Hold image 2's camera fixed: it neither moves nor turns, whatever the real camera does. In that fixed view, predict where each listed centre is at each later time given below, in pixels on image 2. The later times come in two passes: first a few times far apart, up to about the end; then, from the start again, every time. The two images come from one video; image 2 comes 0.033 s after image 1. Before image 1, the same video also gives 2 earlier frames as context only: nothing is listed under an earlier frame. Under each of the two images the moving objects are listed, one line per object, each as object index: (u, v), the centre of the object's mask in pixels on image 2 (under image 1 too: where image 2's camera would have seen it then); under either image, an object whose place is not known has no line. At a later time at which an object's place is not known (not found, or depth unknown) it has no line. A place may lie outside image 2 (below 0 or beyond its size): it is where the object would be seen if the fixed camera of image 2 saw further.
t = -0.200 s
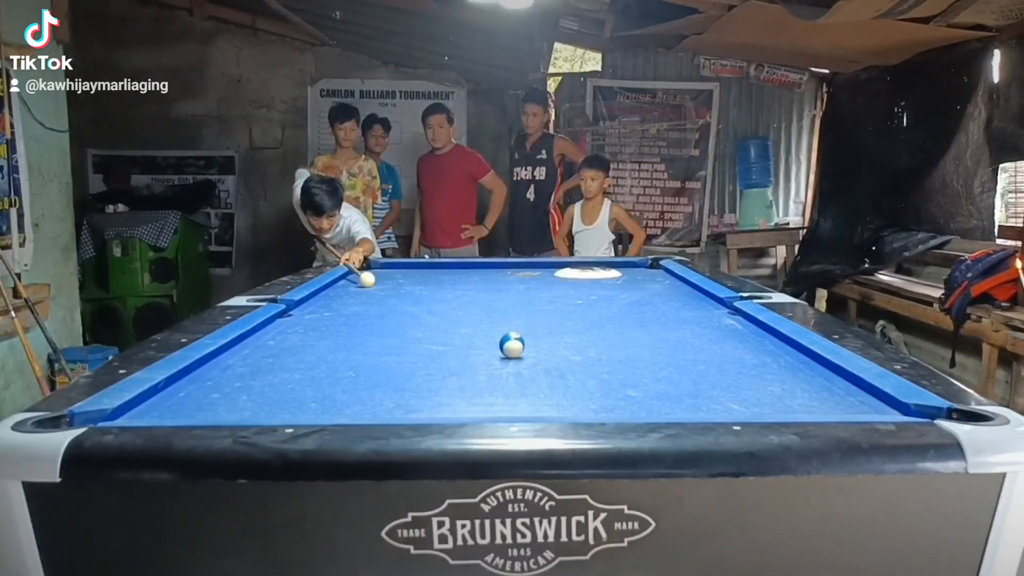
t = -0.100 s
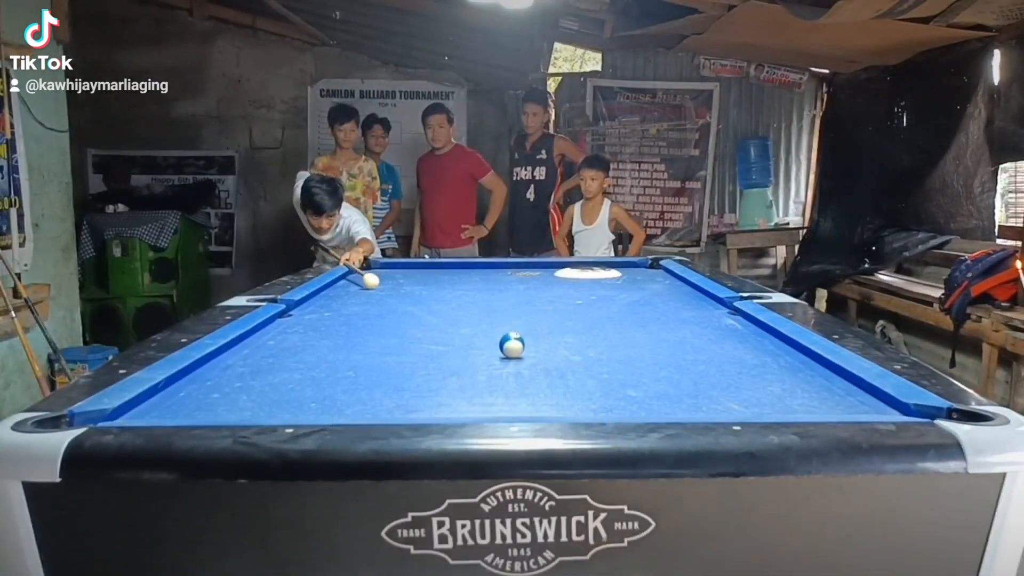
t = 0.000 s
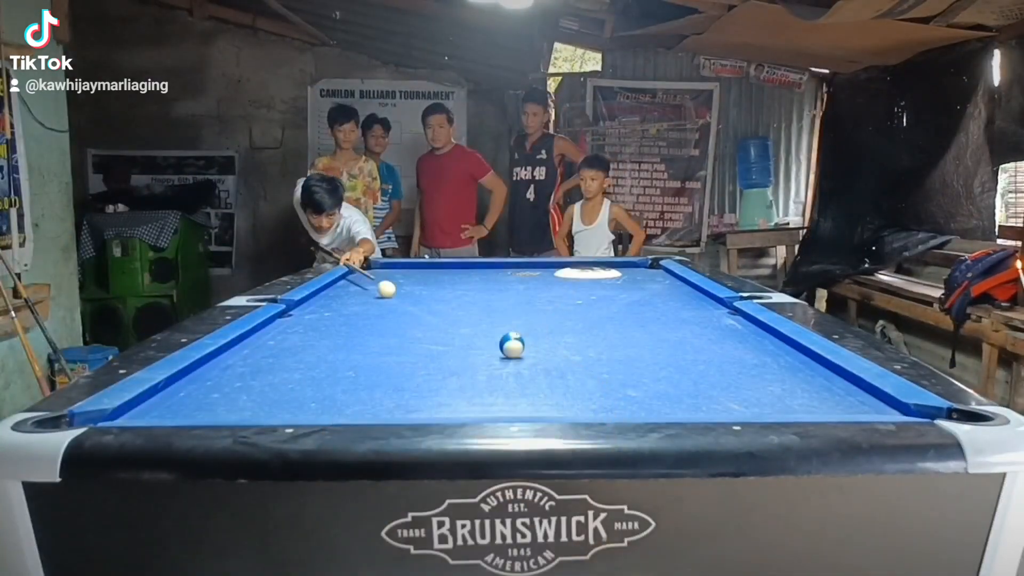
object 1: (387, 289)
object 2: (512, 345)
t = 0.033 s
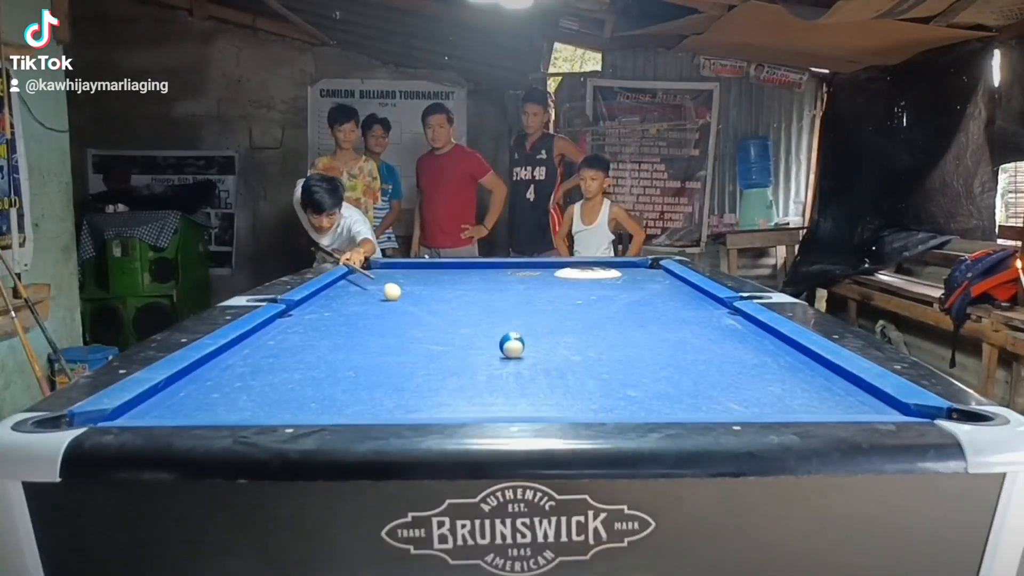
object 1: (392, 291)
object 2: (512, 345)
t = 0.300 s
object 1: (443, 317)
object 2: (512, 345)
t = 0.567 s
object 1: (475, 348)
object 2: (555, 352)
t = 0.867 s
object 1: (424, 379)
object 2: (705, 378)
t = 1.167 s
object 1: (357, 410)
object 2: (891, 404)
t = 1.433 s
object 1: (354, 394)
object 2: (846, 405)
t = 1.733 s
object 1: (352, 371)
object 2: (786, 394)
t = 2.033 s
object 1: (350, 353)
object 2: (739, 382)
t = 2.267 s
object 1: (348, 342)
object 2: (706, 373)
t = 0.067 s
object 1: (397, 294)
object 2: (512, 345)
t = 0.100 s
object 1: (403, 297)
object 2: (512, 345)
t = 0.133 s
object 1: (409, 300)
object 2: (512, 345)
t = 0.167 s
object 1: (415, 303)
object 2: (512, 345)
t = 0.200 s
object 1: (422, 306)
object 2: (512, 345)
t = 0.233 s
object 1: (428, 310)
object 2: (512, 345)
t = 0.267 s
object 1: (435, 313)
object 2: (512, 345)
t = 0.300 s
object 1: (443, 317)
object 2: (512, 345)
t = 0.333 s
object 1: (450, 321)
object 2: (512, 345)
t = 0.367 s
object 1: (459, 324)
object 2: (512, 345)
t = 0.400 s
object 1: (468, 329)
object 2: (512, 345)
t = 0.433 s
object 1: (477, 333)
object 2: (512, 345)
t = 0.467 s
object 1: (486, 338)
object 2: (512, 345)
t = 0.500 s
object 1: (490, 343)
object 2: (520, 346)
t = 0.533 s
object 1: (482, 345)
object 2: (538, 350)
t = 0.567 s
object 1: (475, 348)
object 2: (555, 352)
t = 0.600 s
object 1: (469, 351)
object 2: (572, 354)
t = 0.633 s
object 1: (464, 354)
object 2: (586, 358)
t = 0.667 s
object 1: (459, 357)
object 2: (600, 359)
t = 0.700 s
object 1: (454, 360)
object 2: (619, 363)
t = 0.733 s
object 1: (448, 364)
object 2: (633, 365)
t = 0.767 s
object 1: (442, 368)
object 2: (651, 368)
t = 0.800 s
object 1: (436, 371)
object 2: (666, 371)
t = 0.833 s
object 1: (430, 375)
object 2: (686, 374)
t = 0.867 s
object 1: (424, 379)
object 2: (705, 378)
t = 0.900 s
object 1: (417, 383)
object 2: (723, 380)
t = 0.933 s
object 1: (410, 388)
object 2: (743, 384)
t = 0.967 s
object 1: (403, 393)
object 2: (760, 386)
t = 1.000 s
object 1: (395, 397)
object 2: (784, 390)
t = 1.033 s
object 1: (388, 400)
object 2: (803, 394)
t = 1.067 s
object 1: (380, 404)
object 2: (826, 396)
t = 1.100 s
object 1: (371, 407)
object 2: (847, 399)
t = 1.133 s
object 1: (362, 410)
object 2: (869, 400)
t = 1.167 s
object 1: (357, 410)
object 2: (891, 404)
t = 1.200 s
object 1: (356, 409)
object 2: (896, 407)
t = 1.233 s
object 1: (356, 407)
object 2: (895, 408)
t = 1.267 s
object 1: (355, 405)
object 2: (883, 408)
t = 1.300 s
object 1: (355, 404)
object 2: (876, 407)
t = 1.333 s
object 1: (355, 402)
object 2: (868, 407)
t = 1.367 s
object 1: (355, 399)
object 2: (860, 406)
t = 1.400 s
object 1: (354, 396)
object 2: (852, 406)
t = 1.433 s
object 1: (354, 394)
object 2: (846, 405)
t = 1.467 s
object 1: (354, 391)
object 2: (839, 404)
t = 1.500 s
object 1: (354, 388)
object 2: (832, 402)
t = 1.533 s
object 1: (353, 385)
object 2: (825, 401)
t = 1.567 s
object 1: (353, 383)
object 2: (819, 400)
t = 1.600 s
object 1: (353, 380)
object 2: (811, 398)
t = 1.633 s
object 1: (353, 378)
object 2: (806, 398)
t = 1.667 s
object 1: (352, 375)
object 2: (800, 398)
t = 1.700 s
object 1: (352, 373)
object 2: (793, 395)
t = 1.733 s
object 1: (352, 371)
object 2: (786, 394)
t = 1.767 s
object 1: (352, 369)
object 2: (781, 392)
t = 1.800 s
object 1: (352, 367)
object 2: (775, 391)
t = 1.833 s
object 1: (351, 365)
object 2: (769, 390)
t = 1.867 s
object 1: (351, 363)
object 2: (763, 387)
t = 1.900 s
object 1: (351, 361)
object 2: (758, 386)
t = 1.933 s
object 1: (351, 359)
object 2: (753, 385)
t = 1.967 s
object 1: (350, 357)
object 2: (747, 383)
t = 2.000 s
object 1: (350, 355)
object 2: (742, 382)
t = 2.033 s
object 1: (350, 353)
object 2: (739, 382)
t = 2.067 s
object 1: (350, 352)
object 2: (734, 381)
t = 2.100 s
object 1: (349, 350)
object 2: (729, 379)
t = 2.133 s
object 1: (349, 348)
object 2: (724, 378)
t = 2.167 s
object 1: (349, 347)
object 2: (719, 376)
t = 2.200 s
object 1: (349, 345)
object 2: (714, 376)
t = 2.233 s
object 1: (348, 344)
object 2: (710, 374)
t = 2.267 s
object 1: (348, 342)
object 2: (706, 373)
